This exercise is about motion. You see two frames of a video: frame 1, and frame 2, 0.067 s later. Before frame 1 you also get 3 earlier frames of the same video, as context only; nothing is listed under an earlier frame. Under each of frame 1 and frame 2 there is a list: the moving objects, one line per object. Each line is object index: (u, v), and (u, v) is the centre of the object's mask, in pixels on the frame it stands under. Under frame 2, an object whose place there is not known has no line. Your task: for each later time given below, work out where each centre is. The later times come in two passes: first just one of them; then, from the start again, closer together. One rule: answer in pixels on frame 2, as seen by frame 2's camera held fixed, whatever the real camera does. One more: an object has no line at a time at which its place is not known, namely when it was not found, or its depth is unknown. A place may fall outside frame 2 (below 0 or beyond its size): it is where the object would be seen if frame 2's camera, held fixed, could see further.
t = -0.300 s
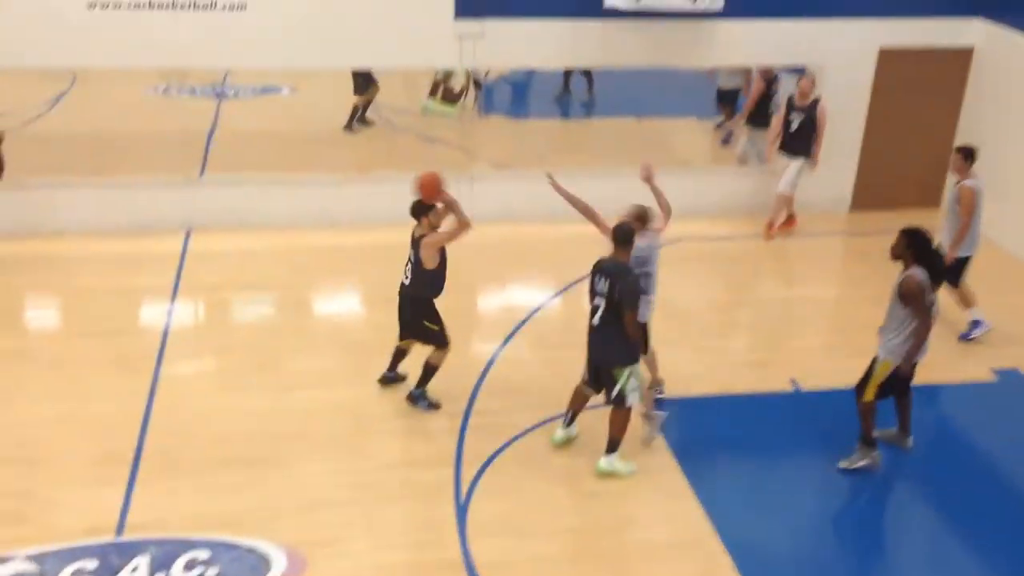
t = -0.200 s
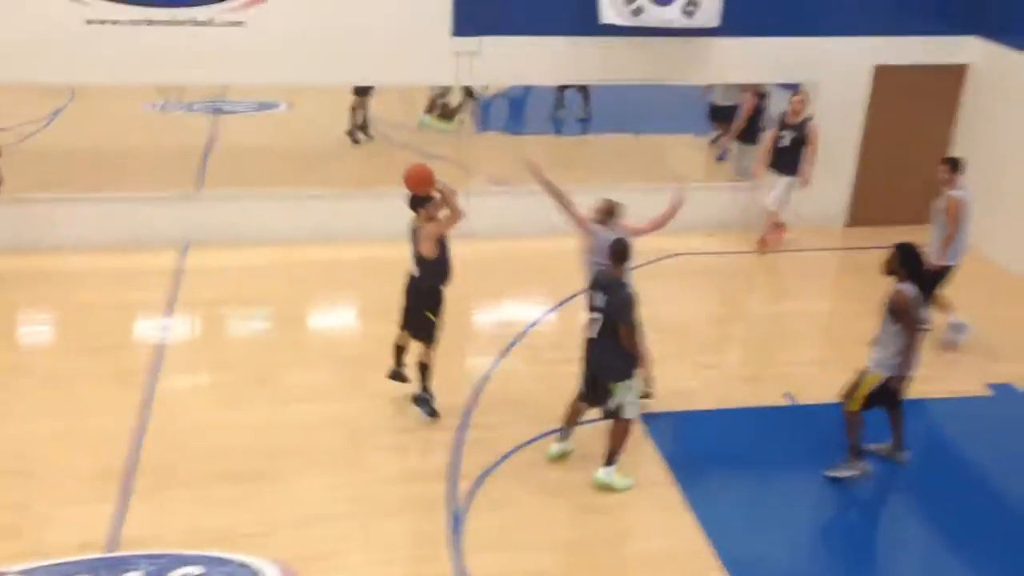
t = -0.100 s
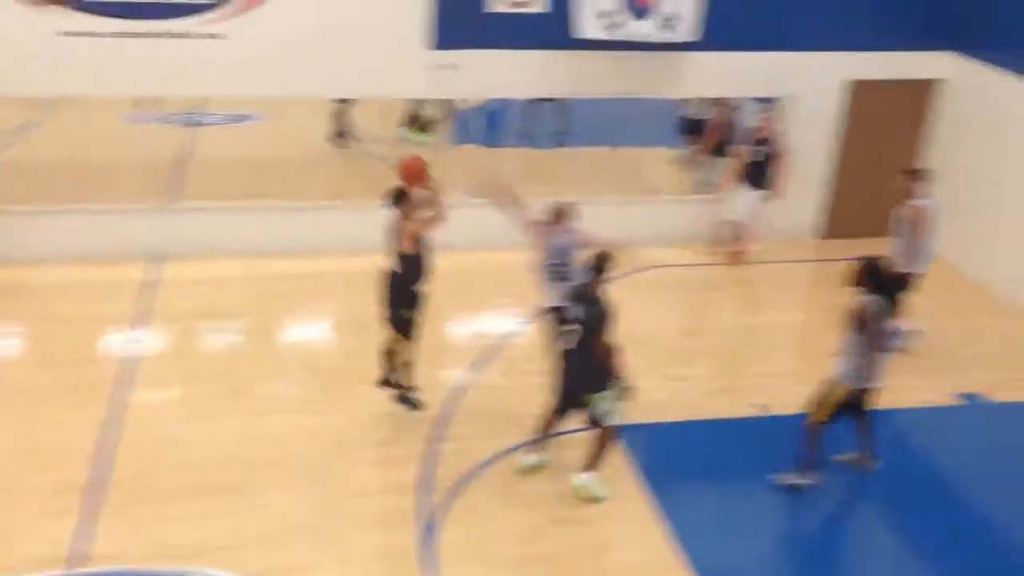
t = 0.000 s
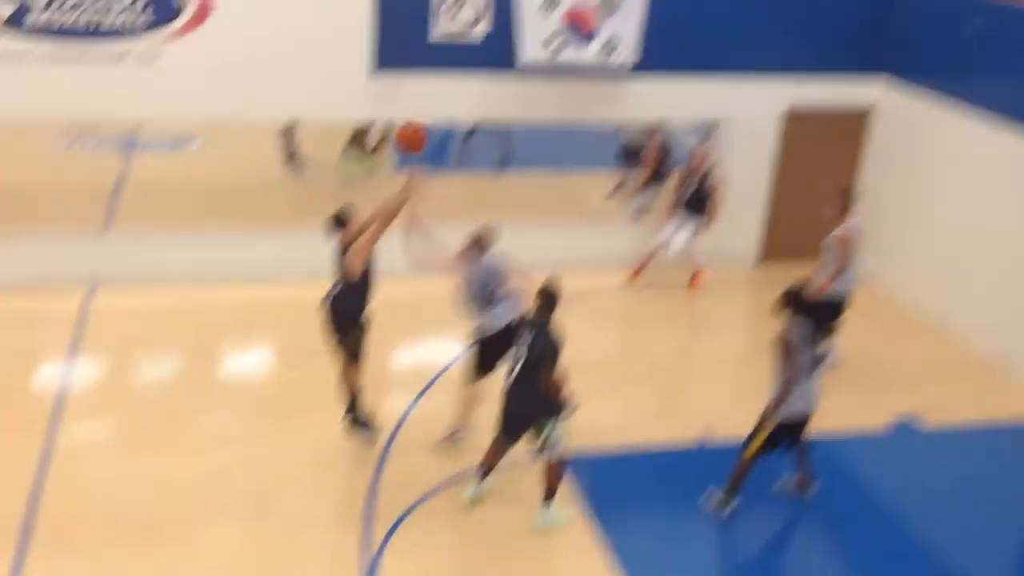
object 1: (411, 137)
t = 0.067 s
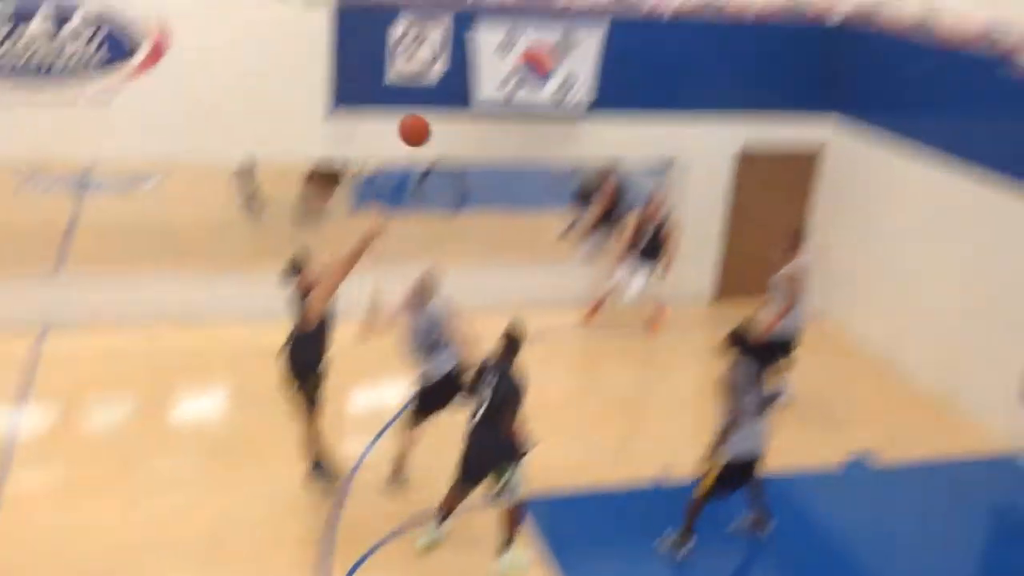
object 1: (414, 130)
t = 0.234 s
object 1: (530, 36)
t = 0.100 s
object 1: (438, 108)
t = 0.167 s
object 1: (483, 70)
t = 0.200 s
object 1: (507, 54)
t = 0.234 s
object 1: (530, 36)
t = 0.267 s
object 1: (552, 24)
